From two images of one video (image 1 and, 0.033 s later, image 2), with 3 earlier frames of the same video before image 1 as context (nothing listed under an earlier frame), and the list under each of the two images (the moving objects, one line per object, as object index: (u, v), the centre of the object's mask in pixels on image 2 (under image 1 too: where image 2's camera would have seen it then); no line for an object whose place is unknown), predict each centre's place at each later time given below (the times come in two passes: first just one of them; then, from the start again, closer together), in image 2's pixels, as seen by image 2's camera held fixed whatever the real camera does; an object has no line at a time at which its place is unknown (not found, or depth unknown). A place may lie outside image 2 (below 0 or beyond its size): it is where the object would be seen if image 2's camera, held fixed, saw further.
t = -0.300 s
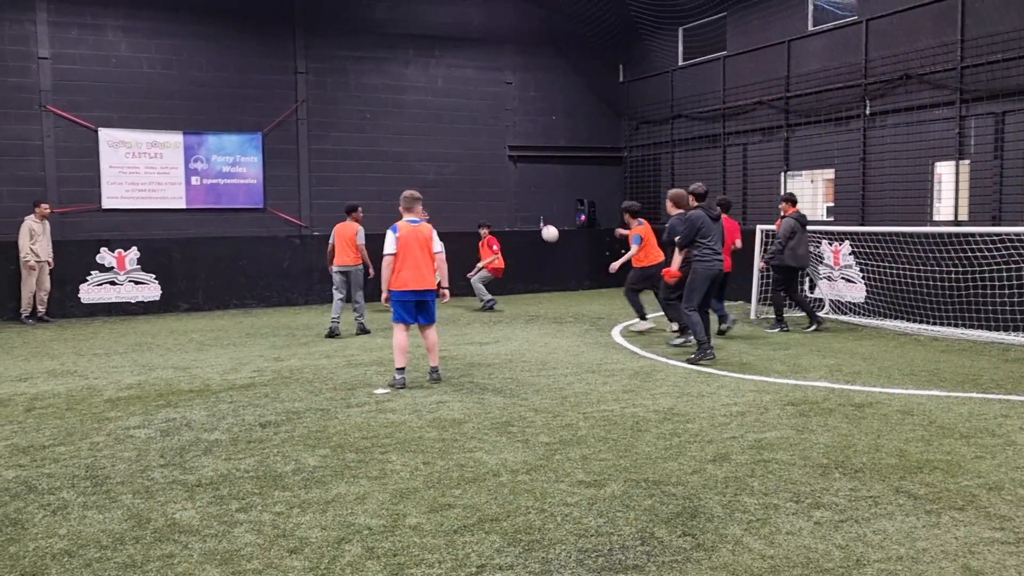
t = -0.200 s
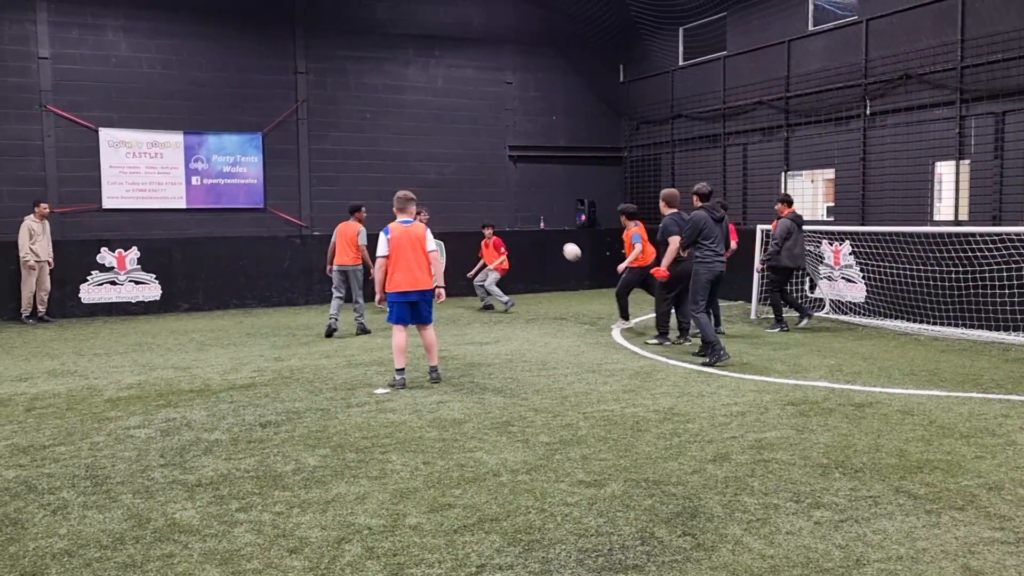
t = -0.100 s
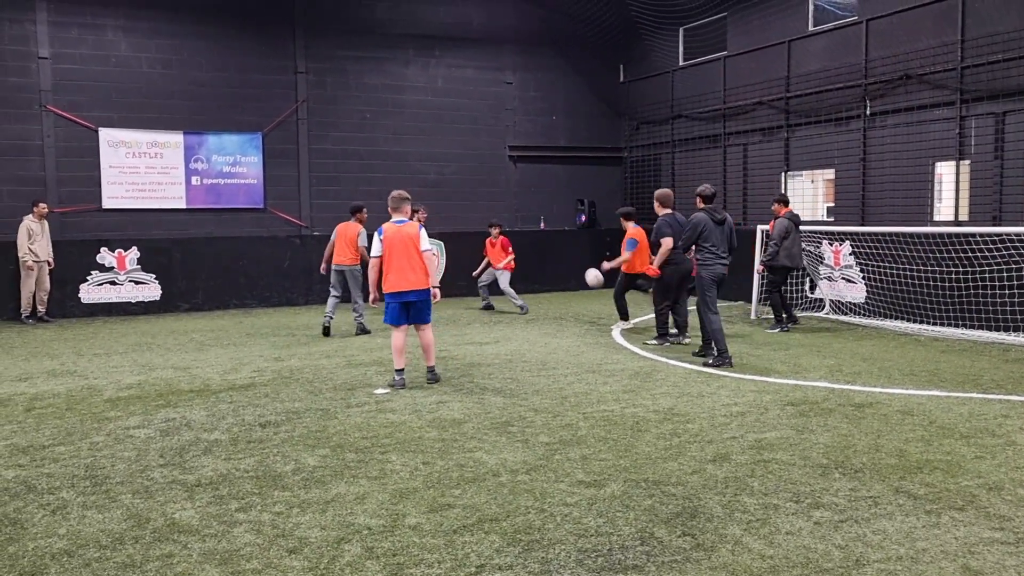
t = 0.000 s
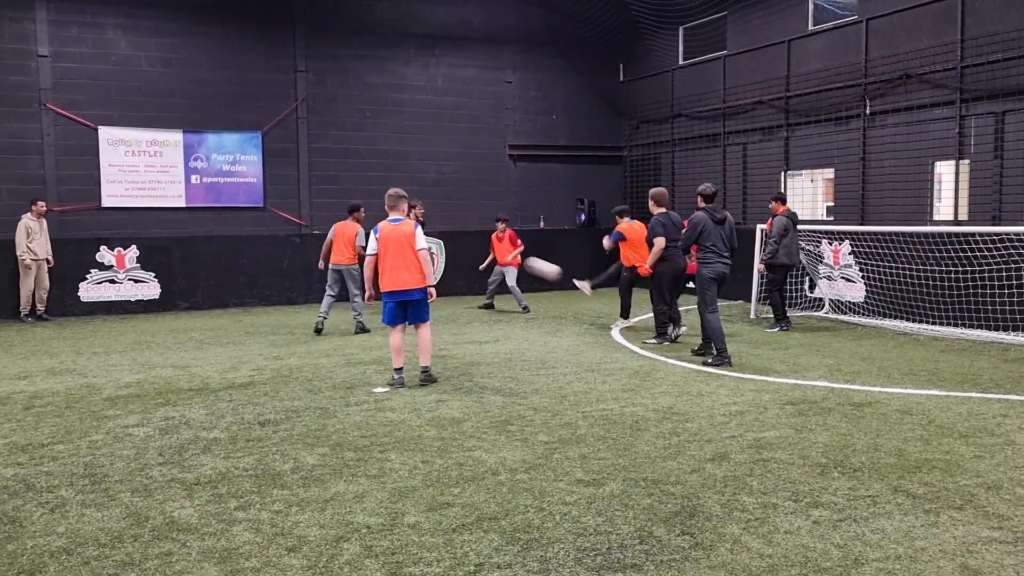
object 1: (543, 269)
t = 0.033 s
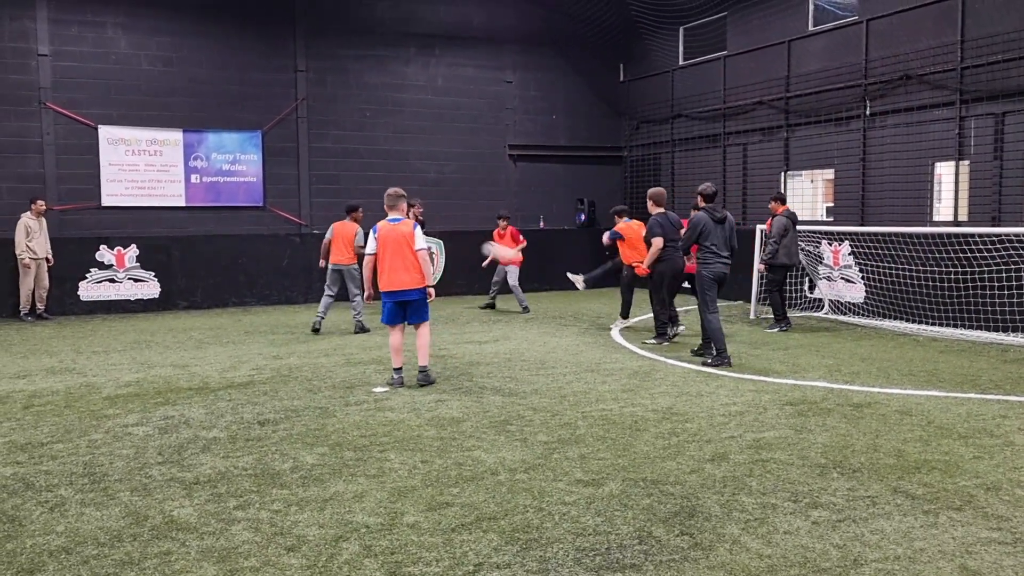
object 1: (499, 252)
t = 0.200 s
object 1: (264, 177)
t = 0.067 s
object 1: (457, 237)
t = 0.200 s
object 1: (264, 177)
